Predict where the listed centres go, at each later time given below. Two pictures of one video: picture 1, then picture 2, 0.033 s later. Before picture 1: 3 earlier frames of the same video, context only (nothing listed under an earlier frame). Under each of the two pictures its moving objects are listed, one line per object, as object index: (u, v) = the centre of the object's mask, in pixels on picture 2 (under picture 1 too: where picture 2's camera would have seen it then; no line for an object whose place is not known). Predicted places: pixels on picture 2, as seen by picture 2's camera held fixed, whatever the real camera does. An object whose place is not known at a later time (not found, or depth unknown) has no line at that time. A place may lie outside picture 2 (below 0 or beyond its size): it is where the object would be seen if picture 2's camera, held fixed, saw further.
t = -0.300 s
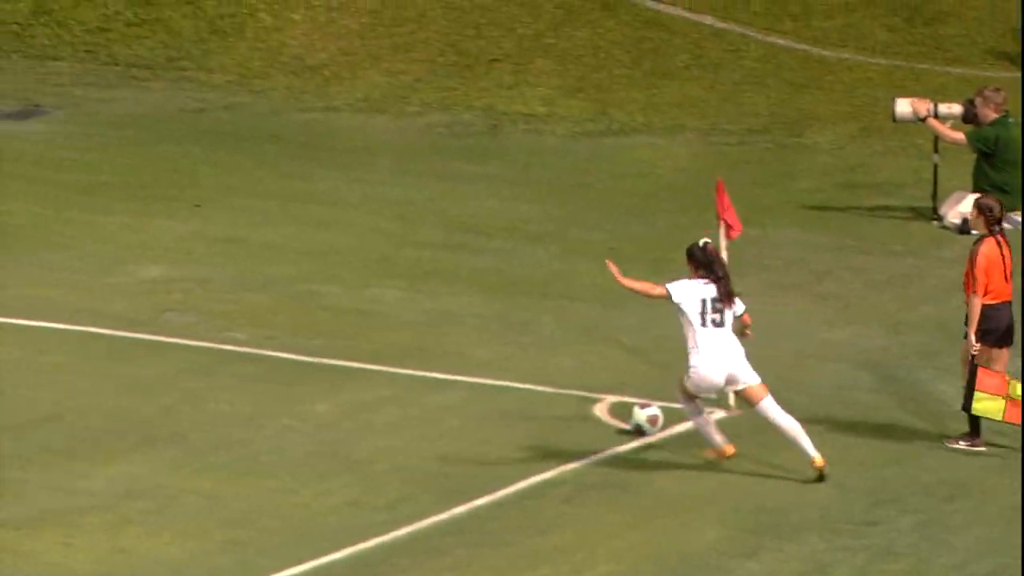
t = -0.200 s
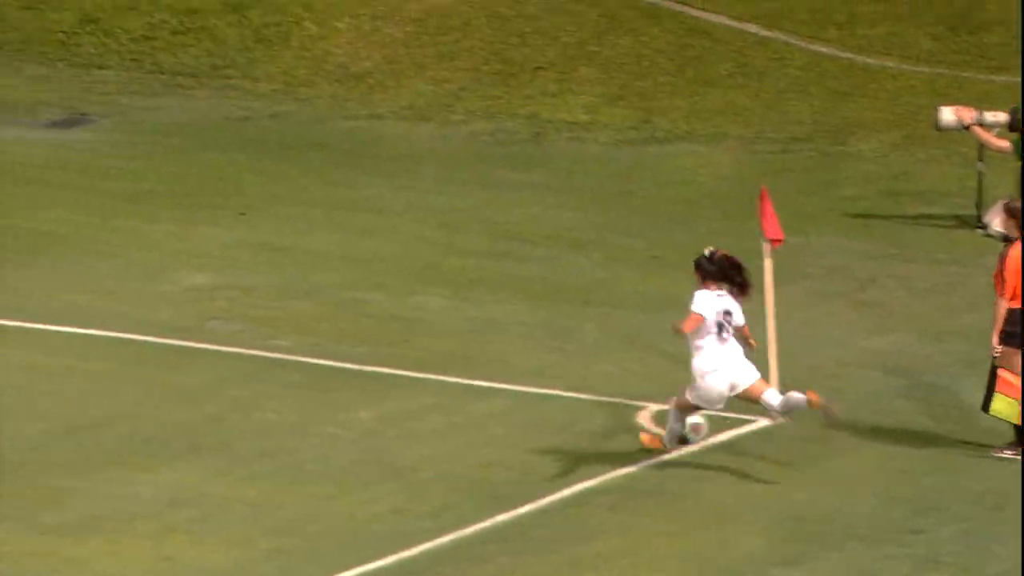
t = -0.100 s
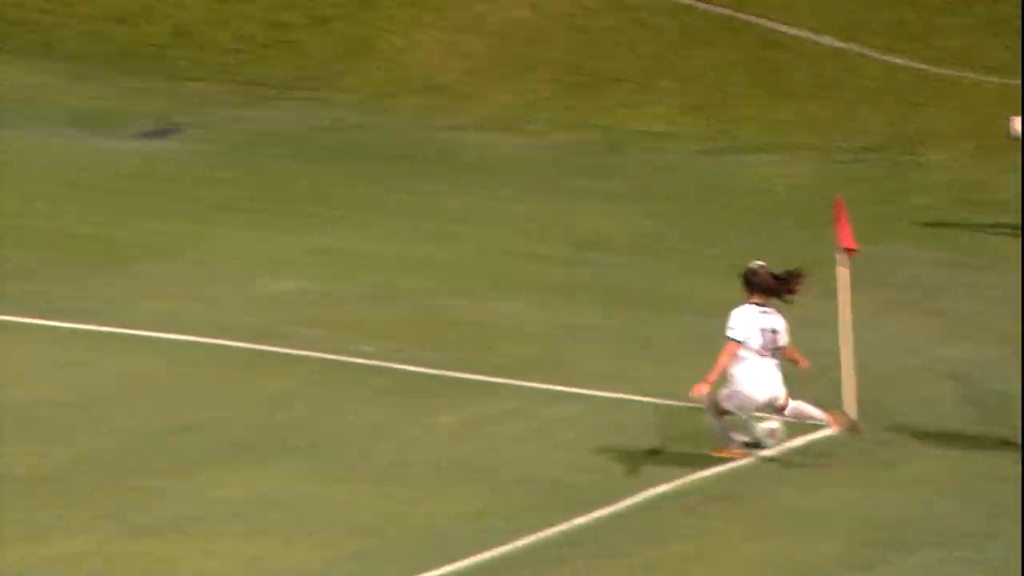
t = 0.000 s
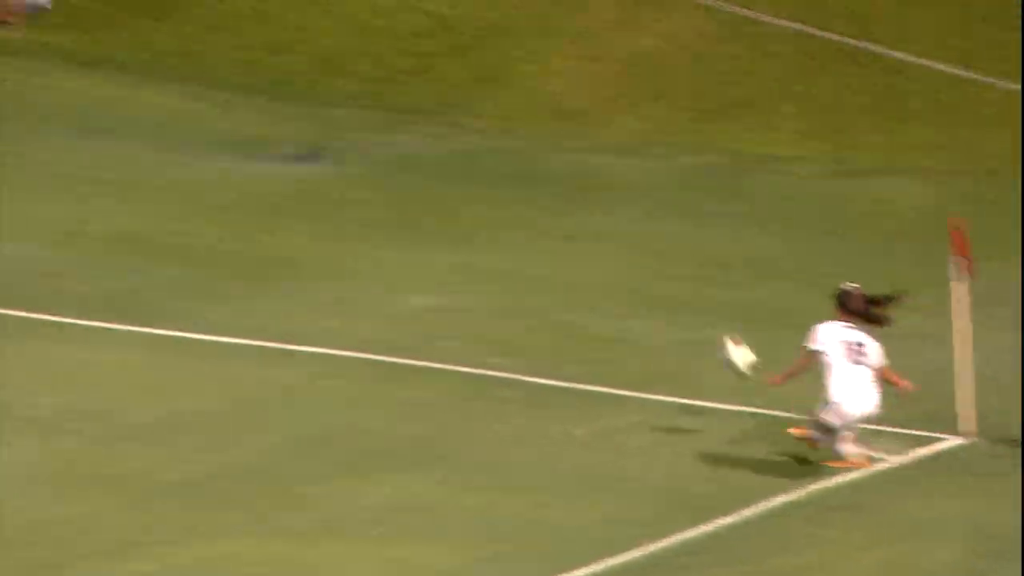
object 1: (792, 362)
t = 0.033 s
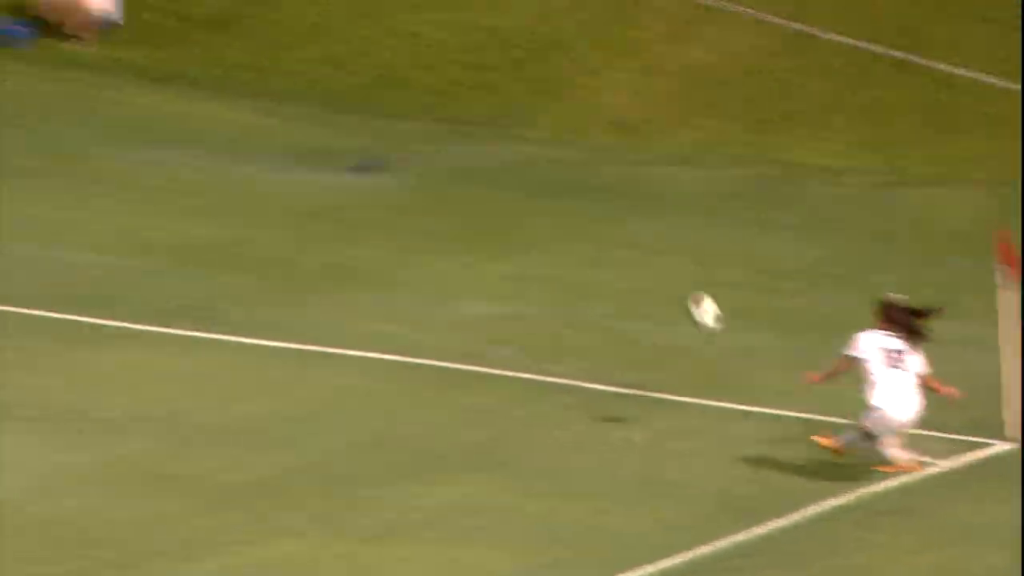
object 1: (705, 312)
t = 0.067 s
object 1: (625, 265)
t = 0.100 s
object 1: (543, 219)
